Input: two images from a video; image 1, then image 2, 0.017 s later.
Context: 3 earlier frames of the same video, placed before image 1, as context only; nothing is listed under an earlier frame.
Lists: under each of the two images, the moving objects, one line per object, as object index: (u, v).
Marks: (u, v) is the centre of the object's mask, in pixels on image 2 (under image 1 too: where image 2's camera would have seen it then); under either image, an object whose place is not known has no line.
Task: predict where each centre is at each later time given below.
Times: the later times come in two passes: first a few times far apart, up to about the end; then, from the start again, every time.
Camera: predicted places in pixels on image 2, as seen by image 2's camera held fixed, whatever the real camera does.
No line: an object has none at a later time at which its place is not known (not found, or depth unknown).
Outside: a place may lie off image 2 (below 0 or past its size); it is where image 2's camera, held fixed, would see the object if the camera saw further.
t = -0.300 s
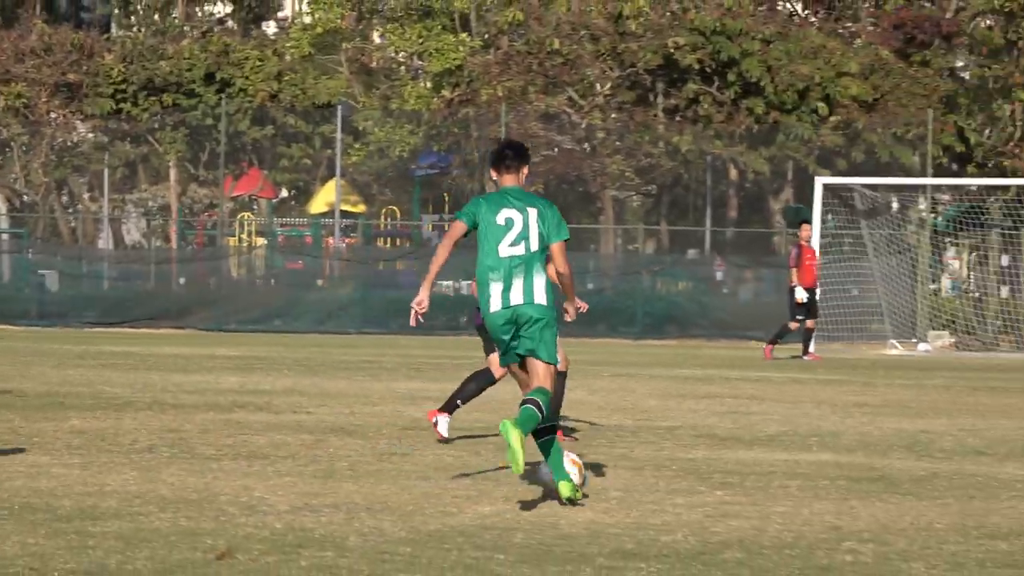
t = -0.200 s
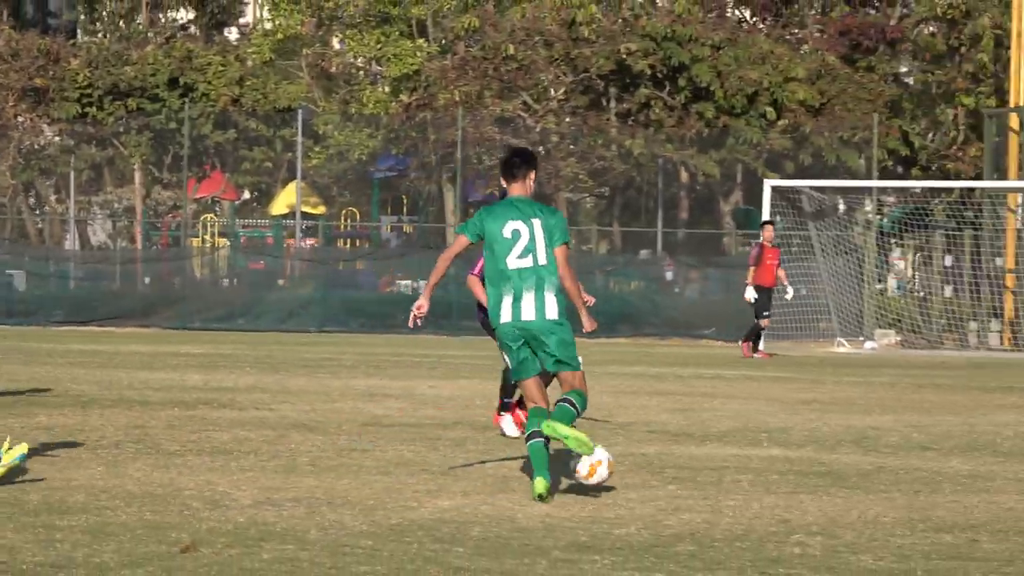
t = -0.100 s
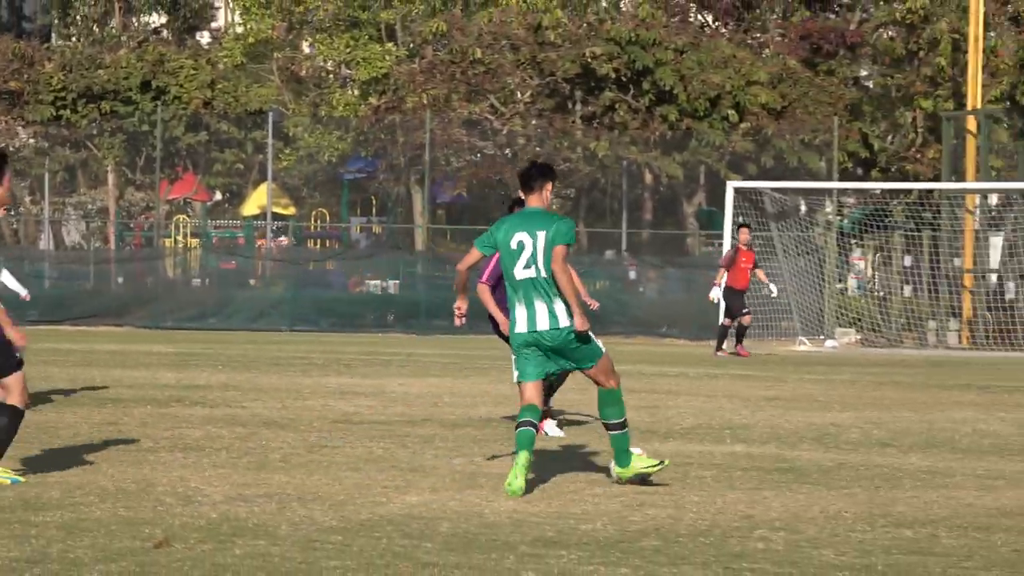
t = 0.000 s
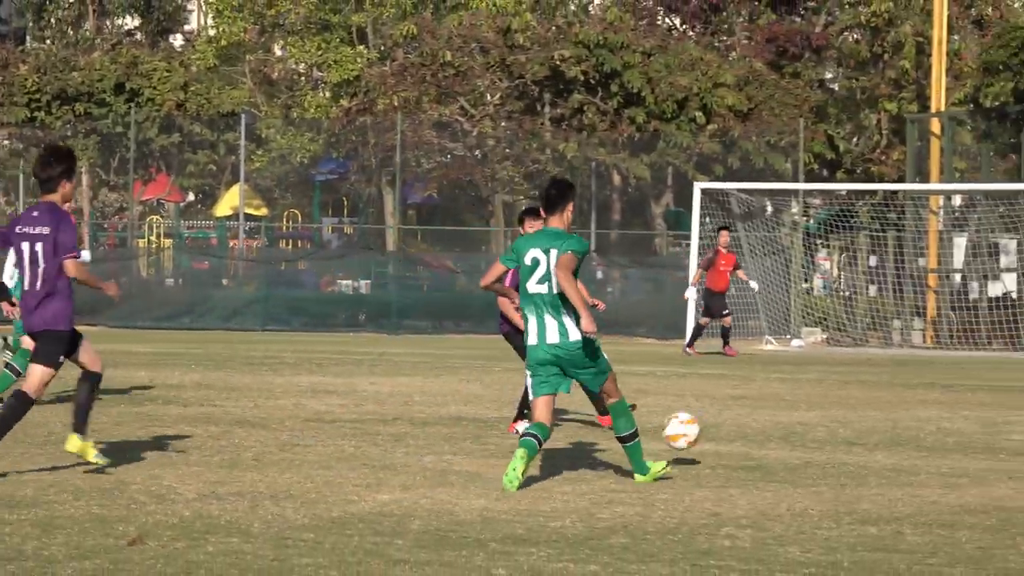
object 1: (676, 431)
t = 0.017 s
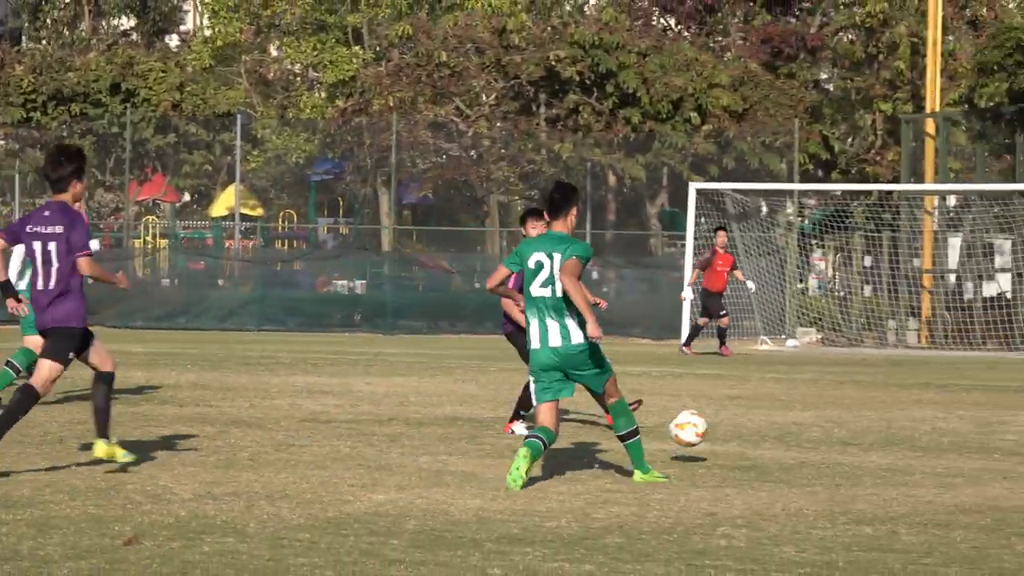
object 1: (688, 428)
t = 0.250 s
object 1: (820, 409)
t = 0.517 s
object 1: (918, 405)
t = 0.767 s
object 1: (983, 397)
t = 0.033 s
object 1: (700, 426)
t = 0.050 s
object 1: (712, 425)
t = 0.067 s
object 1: (722, 423)
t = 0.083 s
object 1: (733, 423)
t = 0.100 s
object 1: (743, 423)
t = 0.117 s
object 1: (754, 425)
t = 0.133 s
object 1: (764, 426)
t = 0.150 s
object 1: (773, 428)
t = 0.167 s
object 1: (781, 430)
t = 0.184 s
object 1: (790, 431)
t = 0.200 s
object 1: (798, 426)
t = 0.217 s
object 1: (805, 421)
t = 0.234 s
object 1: (812, 415)
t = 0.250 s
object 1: (820, 409)
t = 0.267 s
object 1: (827, 404)
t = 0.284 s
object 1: (834, 401)
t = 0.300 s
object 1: (840, 398)
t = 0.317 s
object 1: (848, 396)
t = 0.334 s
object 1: (854, 395)
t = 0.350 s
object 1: (860, 393)
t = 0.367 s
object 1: (866, 393)
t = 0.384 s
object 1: (872, 392)
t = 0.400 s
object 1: (879, 392)
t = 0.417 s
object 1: (884, 392)
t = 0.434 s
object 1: (890, 393)
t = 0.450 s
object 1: (897, 395)
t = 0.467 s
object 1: (902, 398)
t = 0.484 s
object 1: (907, 401)
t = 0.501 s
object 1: (912, 403)
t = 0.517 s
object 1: (918, 405)
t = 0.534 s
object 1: (923, 403)
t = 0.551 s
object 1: (928, 402)
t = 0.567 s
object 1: (933, 400)
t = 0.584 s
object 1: (937, 398)
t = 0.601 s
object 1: (941, 397)
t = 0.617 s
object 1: (946, 396)
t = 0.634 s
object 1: (951, 396)
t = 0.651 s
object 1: (955, 396)
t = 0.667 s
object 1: (960, 398)
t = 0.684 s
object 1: (964, 398)
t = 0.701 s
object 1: (968, 398)
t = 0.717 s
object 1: (971, 398)
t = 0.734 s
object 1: (975, 397)
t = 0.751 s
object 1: (979, 397)
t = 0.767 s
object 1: (983, 397)
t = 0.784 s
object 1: (987, 395)
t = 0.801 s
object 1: (991, 392)
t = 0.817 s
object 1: (995, 391)
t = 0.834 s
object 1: (999, 391)
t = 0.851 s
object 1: (1002, 390)
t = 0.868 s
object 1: (1006, 390)
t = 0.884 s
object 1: (1010, 389)
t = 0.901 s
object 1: (1014, 390)
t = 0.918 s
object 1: (1018, 391)
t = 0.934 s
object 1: (1020, 393)
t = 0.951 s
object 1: (1024, 391)
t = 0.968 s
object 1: (1028, 390)
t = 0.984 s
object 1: (1031, 390)
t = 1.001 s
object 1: (1034, 390)
